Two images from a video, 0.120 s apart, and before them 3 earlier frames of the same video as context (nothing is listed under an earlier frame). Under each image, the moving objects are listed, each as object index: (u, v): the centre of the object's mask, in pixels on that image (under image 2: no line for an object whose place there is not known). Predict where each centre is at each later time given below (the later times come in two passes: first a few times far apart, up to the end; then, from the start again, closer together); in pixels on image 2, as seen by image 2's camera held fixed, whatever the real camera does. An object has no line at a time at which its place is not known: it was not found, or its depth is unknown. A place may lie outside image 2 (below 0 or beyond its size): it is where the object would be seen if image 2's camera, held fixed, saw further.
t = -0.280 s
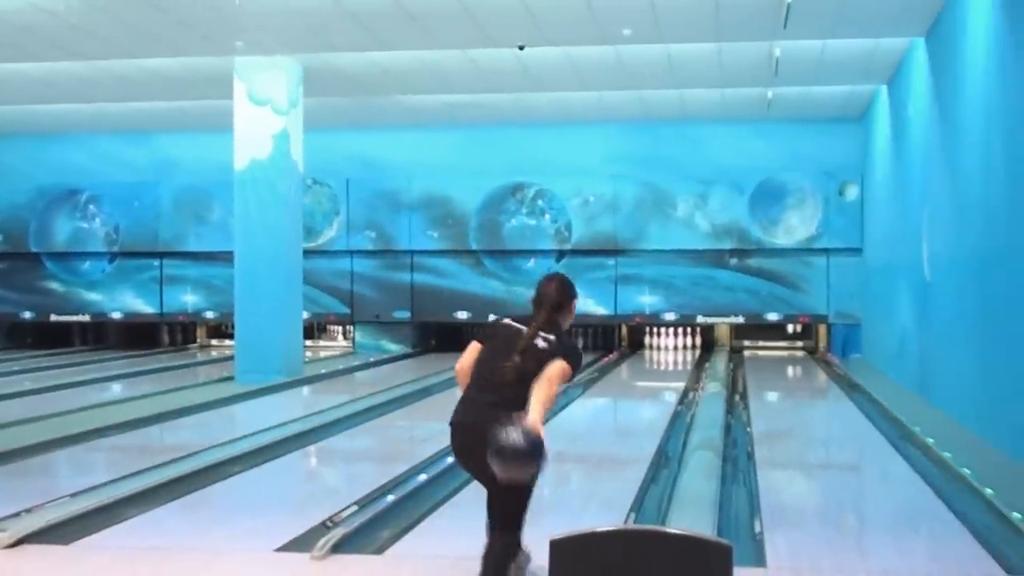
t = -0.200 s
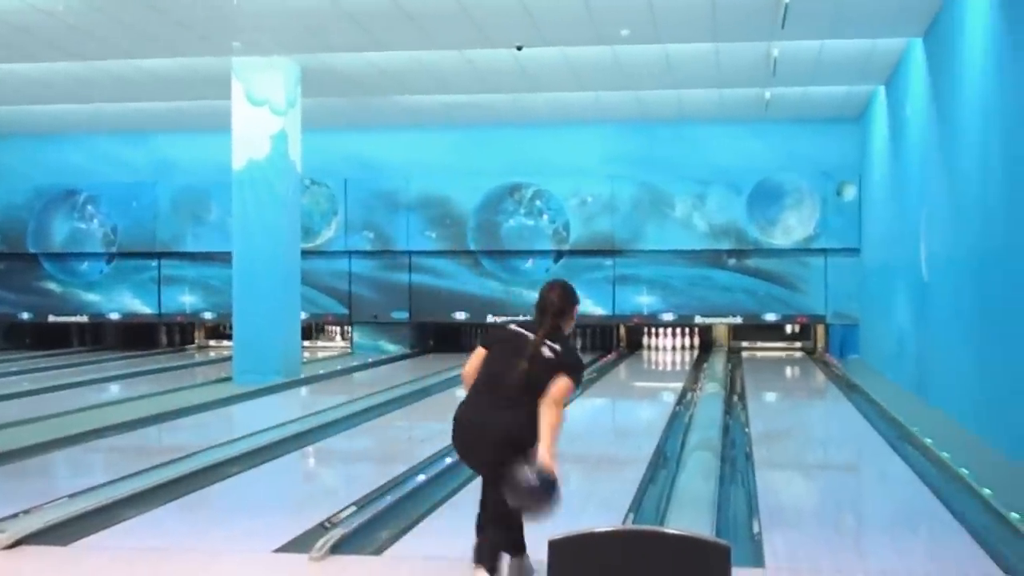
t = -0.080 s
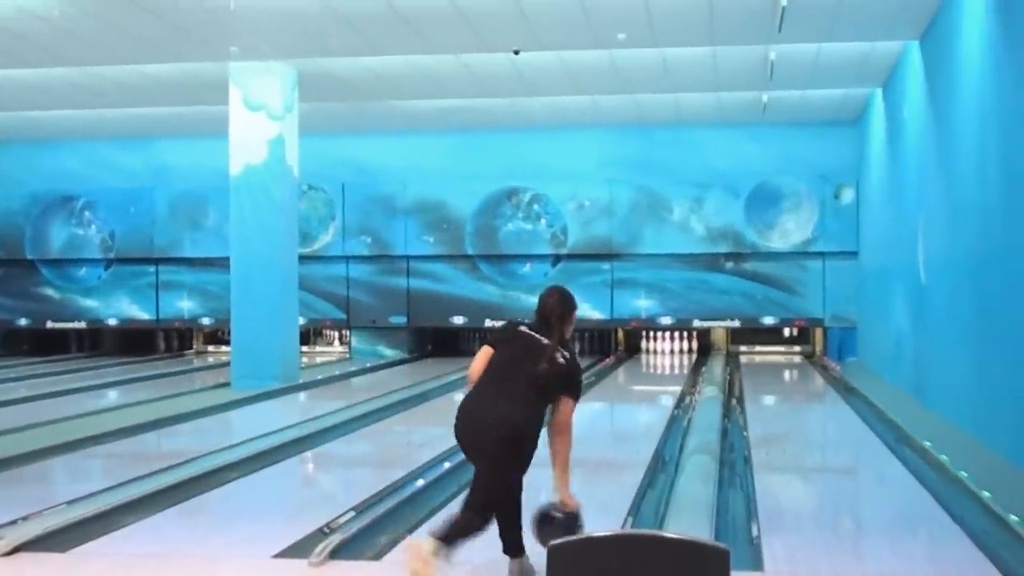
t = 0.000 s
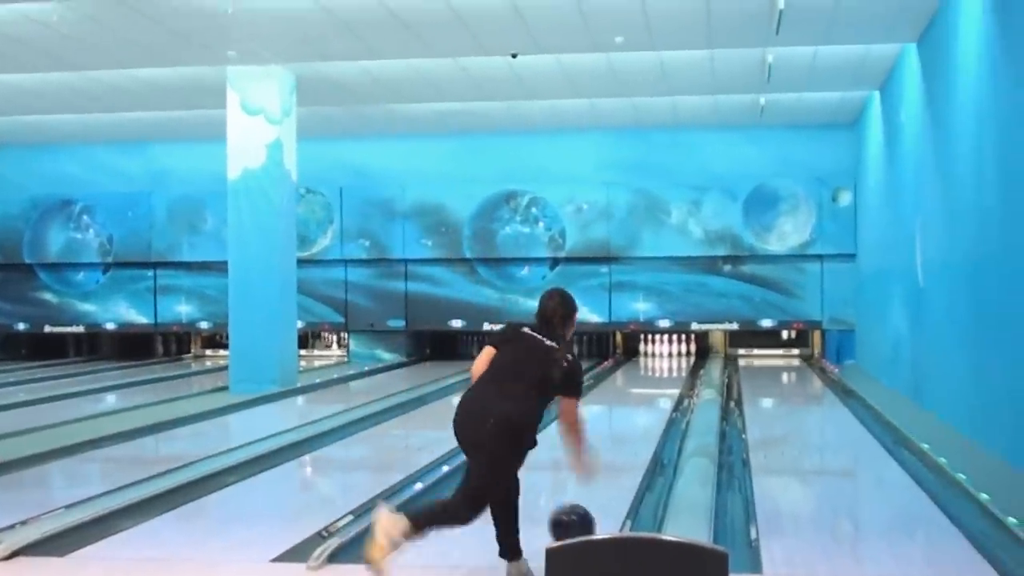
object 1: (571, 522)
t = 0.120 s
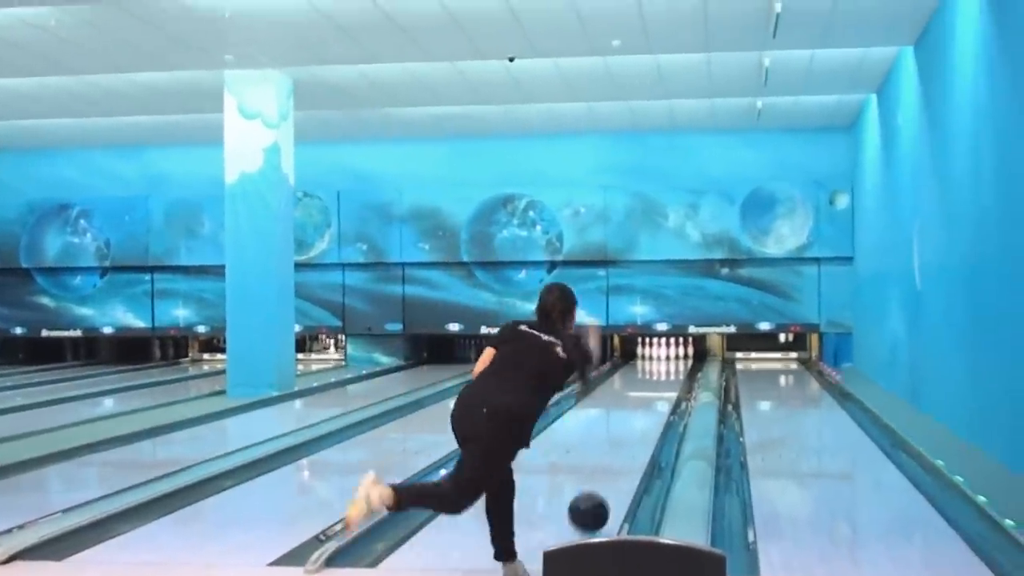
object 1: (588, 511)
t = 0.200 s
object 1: (601, 501)
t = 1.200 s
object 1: (662, 407)
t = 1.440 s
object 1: (667, 396)
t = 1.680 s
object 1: (672, 387)
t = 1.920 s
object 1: (675, 379)
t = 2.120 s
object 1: (677, 374)
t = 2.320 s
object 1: (679, 370)
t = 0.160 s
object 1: (594, 506)
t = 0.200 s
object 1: (601, 501)
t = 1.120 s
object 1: (659, 411)
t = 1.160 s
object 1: (660, 409)
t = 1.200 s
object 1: (662, 407)
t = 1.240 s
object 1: (663, 406)
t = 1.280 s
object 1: (664, 404)
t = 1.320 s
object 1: (664, 401)
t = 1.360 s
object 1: (665, 399)
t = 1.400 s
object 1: (666, 398)
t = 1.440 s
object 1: (667, 396)
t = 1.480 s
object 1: (668, 394)
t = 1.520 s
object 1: (669, 393)
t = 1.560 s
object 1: (670, 391)
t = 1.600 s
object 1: (671, 390)
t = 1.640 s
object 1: (671, 388)
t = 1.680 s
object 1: (672, 387)
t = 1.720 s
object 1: (673, 385)
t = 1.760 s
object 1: (673, 384)
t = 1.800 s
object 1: (674, 383)
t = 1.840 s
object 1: (675, 382)
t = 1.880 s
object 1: (675, 380)
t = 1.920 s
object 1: (675, 379)
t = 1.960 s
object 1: (676, 378)
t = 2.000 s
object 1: (676, 377)
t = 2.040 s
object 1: (677, 376)
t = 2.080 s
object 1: (677, 375)
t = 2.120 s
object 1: (677, 374)
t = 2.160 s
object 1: (678, 373)
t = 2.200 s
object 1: (678, 372)
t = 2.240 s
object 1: (678, 371)
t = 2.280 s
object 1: (678, 370)
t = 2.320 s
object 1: (679, 370)
